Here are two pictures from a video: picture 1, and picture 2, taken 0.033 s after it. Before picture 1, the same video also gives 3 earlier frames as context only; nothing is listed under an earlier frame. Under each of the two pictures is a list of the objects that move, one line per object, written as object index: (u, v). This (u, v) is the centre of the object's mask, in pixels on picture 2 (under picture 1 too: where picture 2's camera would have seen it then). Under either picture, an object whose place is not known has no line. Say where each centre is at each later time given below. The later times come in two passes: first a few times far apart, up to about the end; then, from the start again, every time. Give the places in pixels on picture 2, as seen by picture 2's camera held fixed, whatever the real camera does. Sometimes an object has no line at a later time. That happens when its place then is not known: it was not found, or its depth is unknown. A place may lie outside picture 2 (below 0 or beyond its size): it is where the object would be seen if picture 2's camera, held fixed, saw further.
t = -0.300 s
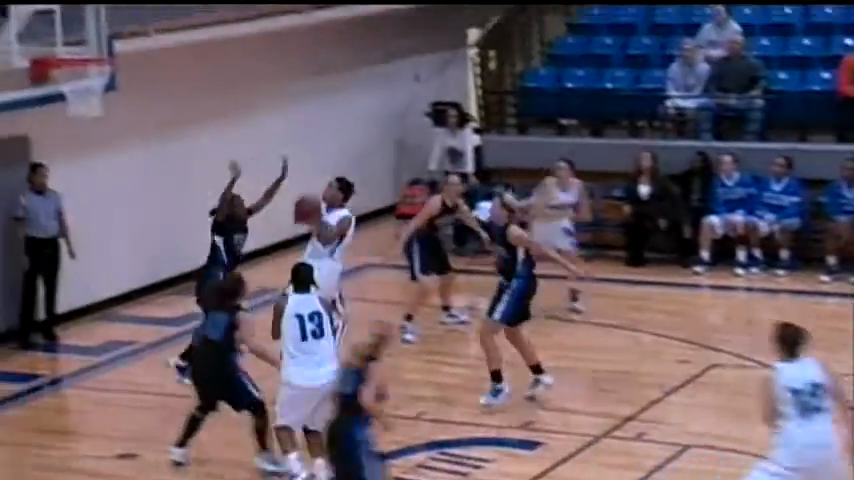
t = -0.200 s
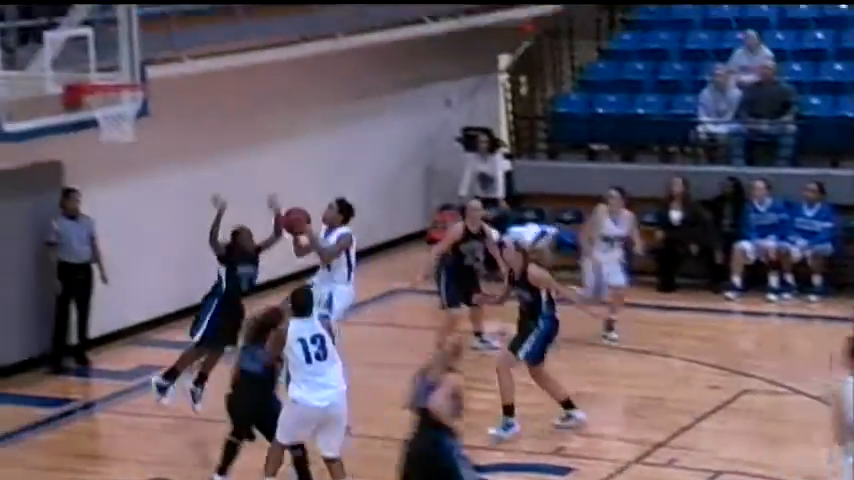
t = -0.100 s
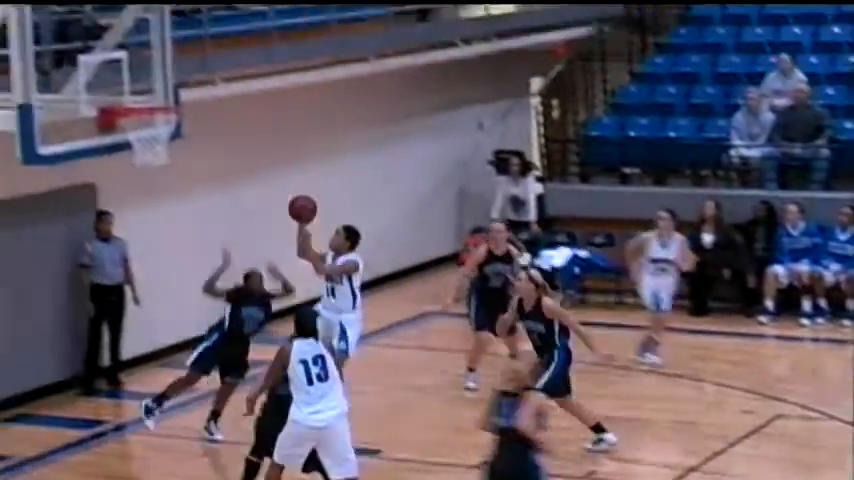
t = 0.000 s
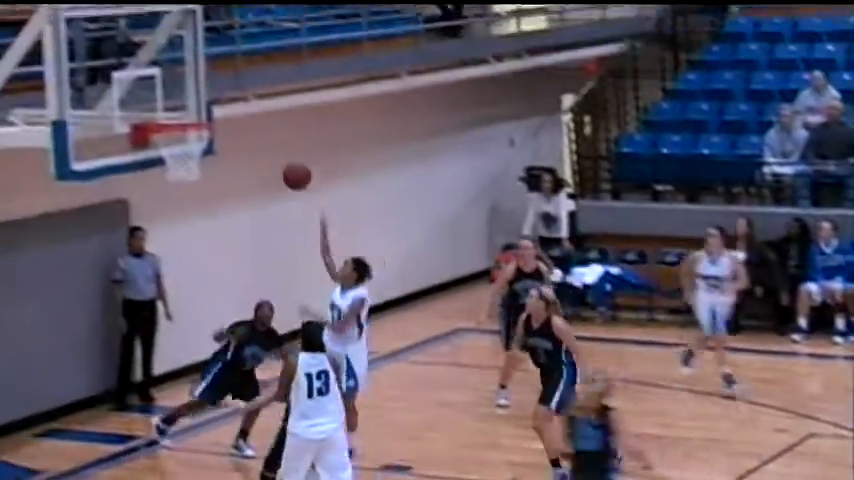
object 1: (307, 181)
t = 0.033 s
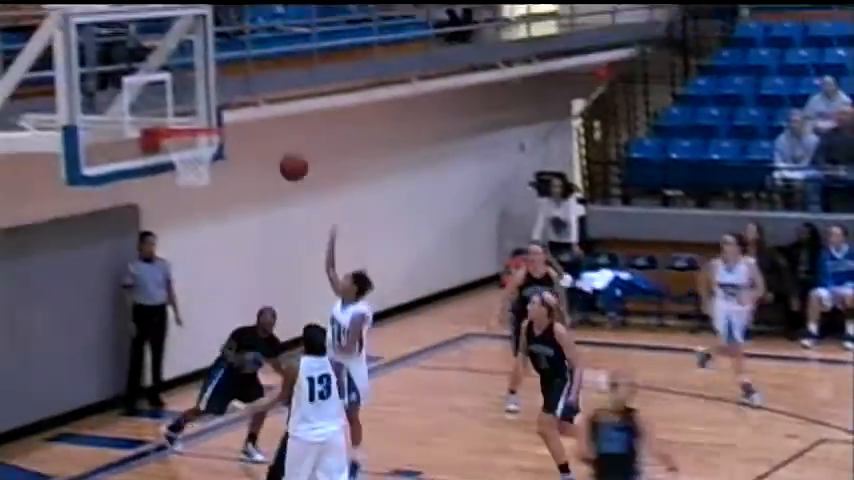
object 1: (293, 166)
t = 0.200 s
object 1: (226, 116)
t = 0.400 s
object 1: (188, 102)
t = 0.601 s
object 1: (192, 140)
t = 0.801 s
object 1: (166, 145)
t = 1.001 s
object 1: (179, 182)
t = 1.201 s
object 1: (197, 241)
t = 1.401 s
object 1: (210, 357)
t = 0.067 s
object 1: (279, 154)
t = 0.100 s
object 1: (267, 142)
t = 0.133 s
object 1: (253, 132)
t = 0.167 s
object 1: (240, 123)
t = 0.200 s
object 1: (226, 116)
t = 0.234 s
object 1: (211, 110)
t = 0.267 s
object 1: (199, 103)
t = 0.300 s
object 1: (186, 101)
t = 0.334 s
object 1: (184, 101)
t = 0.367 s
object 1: (186, 101)
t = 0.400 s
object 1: (188, 102)
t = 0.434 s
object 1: (190, 105)
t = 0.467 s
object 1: (194, 112)
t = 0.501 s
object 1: (196, 115)
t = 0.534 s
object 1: (199, 120)
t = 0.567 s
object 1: (196, 121)
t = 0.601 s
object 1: (192, 140)
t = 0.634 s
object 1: (186, 145)
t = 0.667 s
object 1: (180, 147)
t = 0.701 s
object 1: (174, 149)
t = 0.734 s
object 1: (168, 148)
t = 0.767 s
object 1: (166, 148)
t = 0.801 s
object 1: (166, 145)
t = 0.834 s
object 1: (166, 144)
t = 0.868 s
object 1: (171, 156)
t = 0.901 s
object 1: (172, 160)
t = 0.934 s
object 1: (175, 164)
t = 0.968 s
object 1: (178, 168)
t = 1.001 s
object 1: (179, 182)
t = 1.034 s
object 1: (182, 187)
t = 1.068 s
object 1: (184, 192)
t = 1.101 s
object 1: (189, 201)
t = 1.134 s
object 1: (191, 214)
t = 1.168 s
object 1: (194, 227)
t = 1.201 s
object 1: (197, 241)
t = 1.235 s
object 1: (199, 257)
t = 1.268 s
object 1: (201, 274)
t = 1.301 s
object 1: (203, 292)
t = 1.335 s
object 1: (205, 312)
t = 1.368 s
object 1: (207, 333)
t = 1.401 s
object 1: (210, 357)
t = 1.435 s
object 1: (214, 380)
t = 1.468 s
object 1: (215, 405)
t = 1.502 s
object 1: (216, 431)
